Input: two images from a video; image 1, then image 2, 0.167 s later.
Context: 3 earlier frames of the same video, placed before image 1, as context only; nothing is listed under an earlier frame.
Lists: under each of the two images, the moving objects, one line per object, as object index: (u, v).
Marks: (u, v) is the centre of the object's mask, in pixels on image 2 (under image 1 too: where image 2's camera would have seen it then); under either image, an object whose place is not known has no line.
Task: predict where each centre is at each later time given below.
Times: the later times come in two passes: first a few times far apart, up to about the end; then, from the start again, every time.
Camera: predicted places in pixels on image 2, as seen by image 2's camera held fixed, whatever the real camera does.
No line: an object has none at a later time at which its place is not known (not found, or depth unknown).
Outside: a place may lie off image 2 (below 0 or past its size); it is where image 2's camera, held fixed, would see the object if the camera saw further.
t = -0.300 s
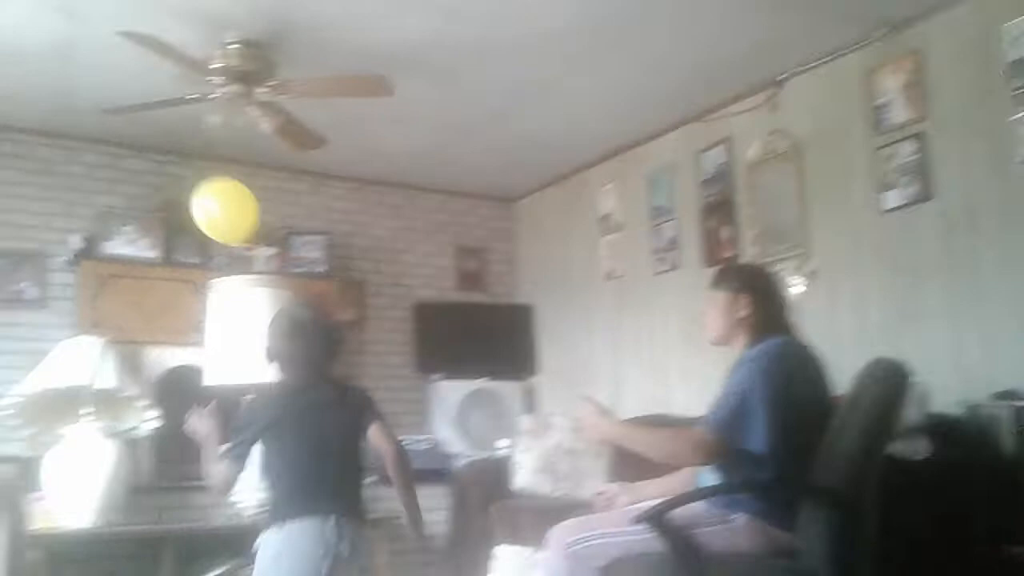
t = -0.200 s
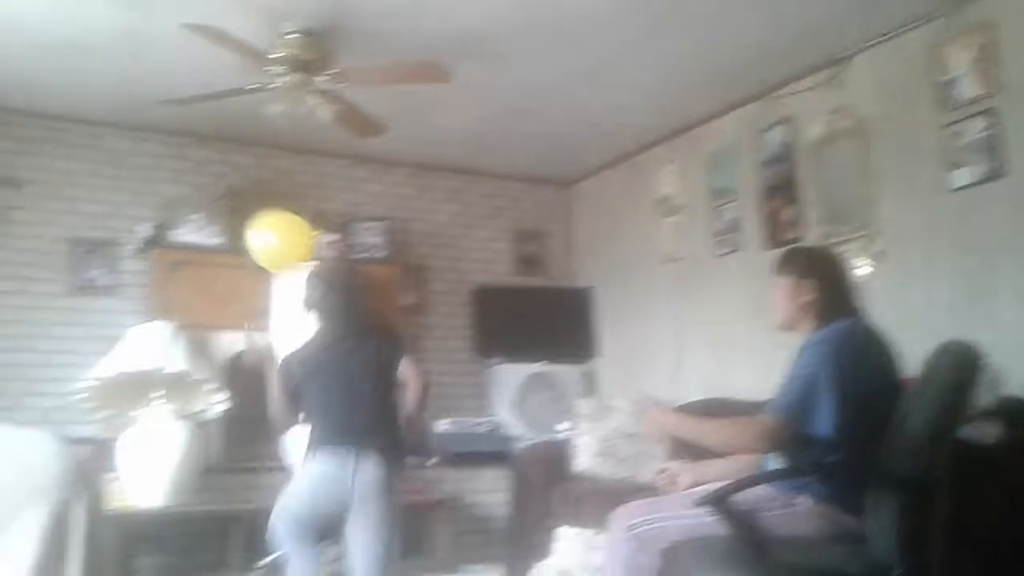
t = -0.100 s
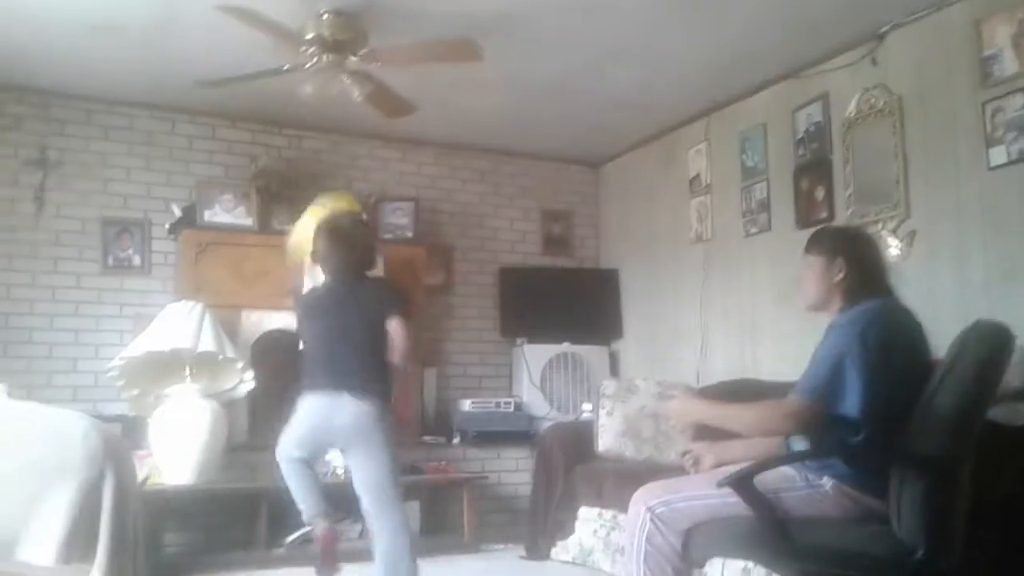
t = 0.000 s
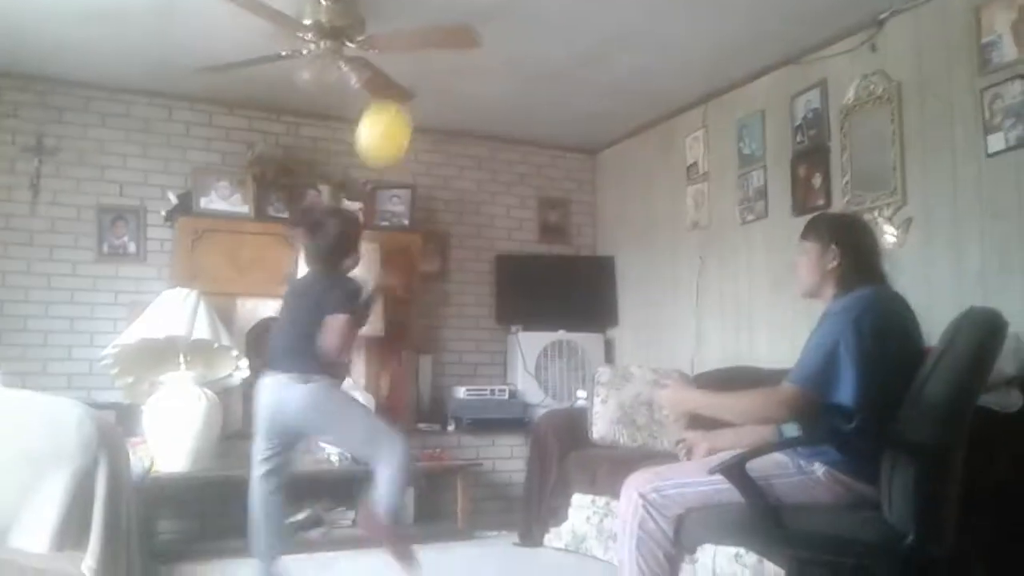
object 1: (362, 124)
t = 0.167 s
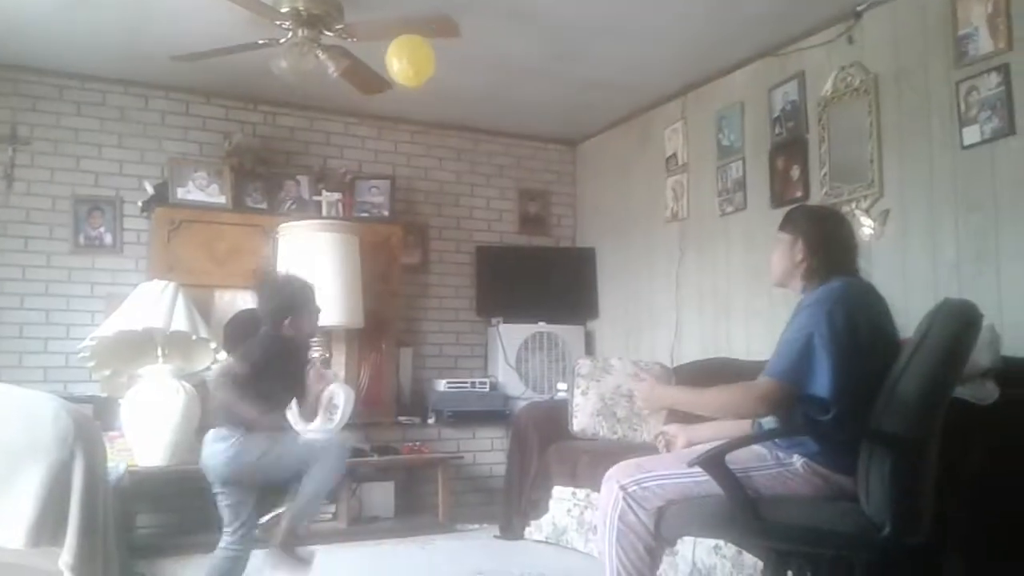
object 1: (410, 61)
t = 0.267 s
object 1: (427, 53)
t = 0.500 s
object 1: (462, 85)
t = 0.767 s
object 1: (477, 165)
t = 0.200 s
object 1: (416, 56)
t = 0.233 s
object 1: (422, 53)
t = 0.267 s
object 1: (427, 53)
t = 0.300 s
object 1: (433, 54)
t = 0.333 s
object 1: (439, 56)
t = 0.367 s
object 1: (445, 60)
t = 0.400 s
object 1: (451, 65)
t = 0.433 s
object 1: (456, 70)
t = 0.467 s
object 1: (460, 77)
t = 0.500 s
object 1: (462, 85)
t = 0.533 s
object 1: (465, 94)
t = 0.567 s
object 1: (467, 103)
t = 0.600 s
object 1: (470, 112)
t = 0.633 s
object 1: (470, 122)
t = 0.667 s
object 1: (472, 133)
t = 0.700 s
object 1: (474, 142)
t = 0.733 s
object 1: (476, 153)
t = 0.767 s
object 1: (477, 165)
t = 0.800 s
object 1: (478, 177)
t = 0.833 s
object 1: (479, 190)
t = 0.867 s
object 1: (480, 202)
